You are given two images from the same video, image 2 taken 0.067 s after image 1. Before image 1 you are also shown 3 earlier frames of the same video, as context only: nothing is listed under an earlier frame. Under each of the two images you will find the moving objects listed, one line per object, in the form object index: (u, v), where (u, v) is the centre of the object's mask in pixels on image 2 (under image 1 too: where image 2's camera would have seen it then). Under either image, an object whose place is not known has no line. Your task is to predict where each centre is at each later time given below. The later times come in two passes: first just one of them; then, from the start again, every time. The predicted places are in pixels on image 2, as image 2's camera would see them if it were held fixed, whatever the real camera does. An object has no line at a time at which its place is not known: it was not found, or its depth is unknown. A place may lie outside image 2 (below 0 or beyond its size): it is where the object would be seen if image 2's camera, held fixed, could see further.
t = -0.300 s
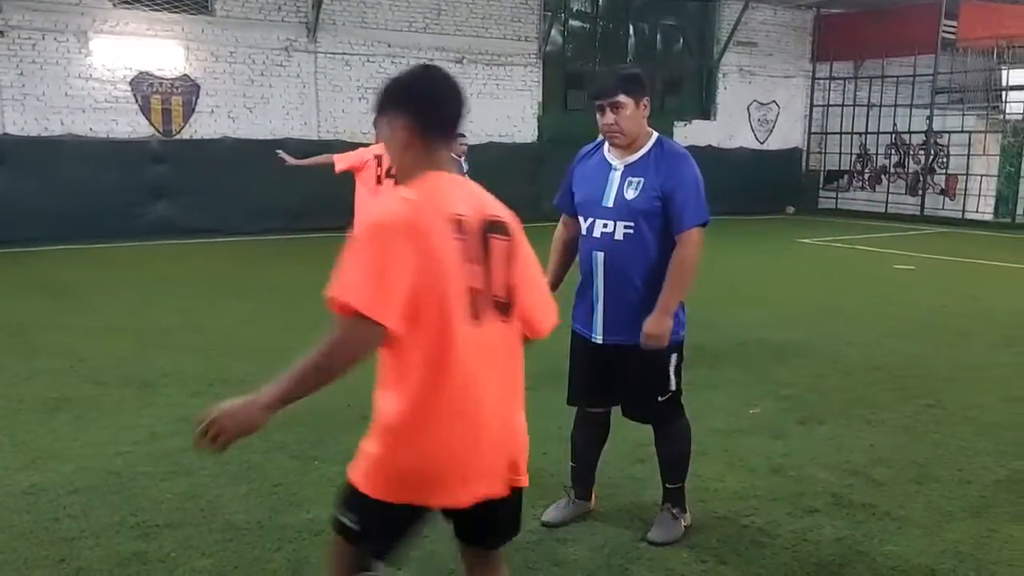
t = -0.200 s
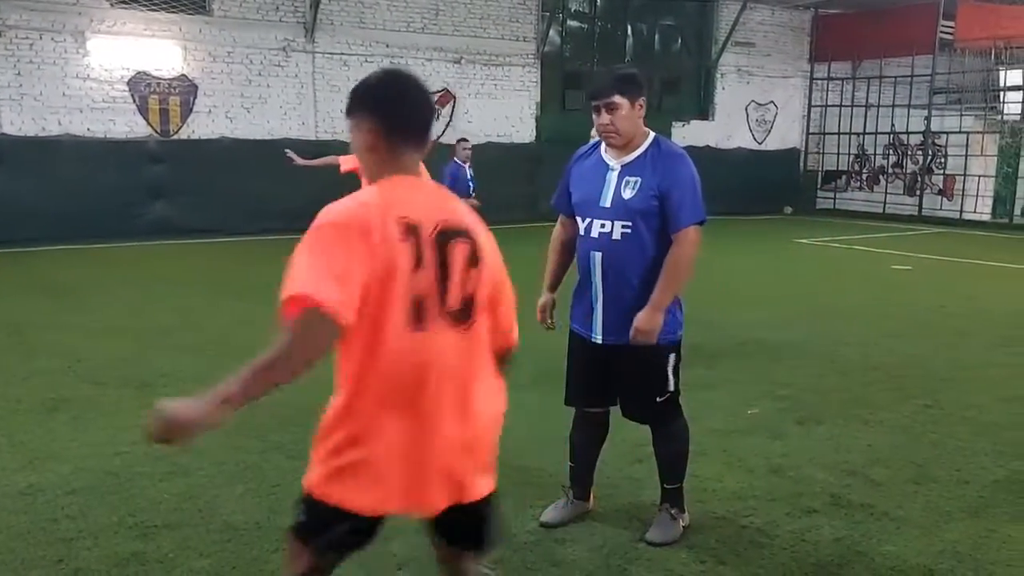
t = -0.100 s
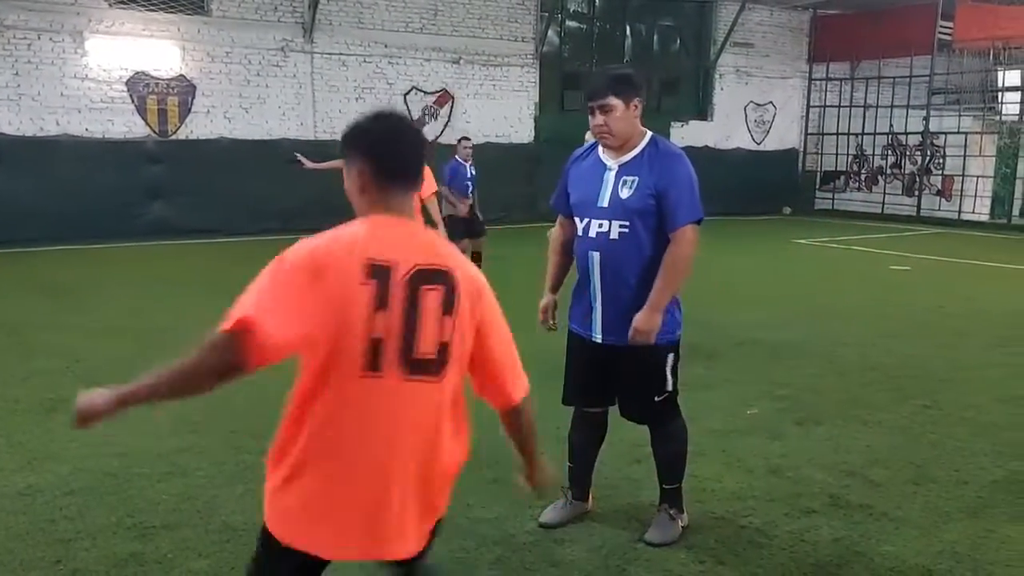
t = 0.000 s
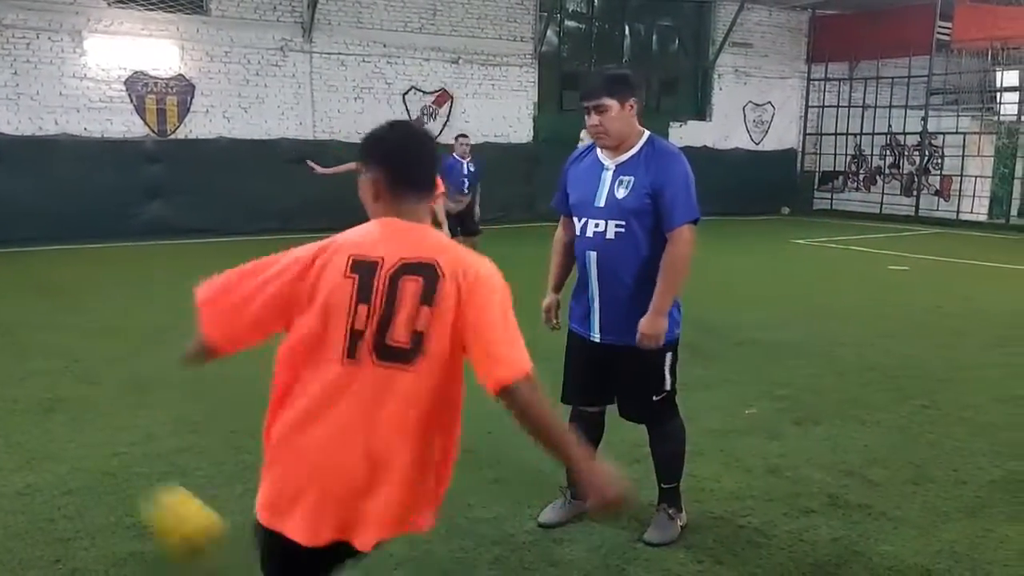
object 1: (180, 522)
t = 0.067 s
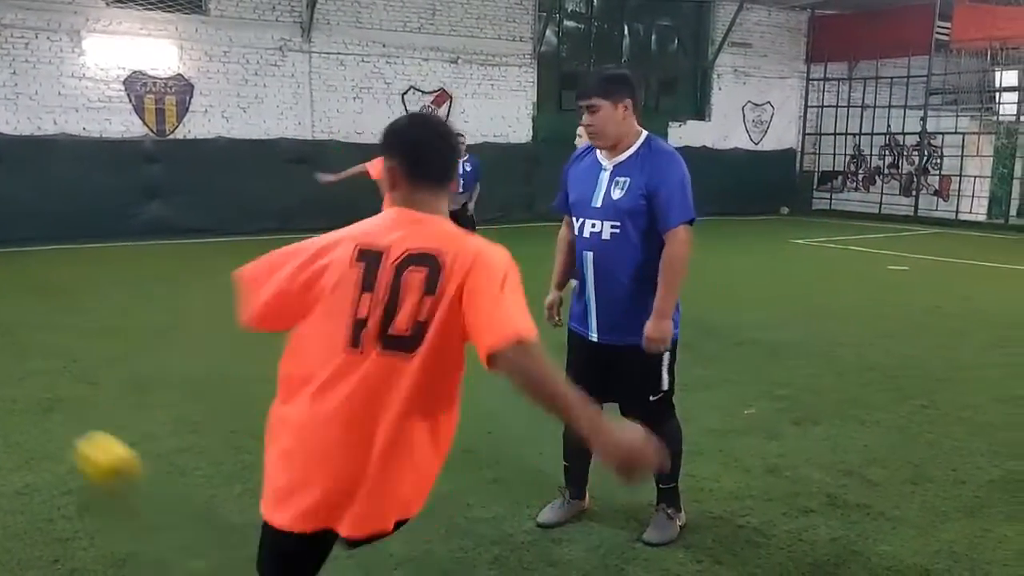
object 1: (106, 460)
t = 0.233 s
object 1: (1, 397)
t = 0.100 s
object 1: (77, 442)
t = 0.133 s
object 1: (49, 424)
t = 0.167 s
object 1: (28, 412)
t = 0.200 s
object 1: (15, 405)
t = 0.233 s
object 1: (1, 397)
